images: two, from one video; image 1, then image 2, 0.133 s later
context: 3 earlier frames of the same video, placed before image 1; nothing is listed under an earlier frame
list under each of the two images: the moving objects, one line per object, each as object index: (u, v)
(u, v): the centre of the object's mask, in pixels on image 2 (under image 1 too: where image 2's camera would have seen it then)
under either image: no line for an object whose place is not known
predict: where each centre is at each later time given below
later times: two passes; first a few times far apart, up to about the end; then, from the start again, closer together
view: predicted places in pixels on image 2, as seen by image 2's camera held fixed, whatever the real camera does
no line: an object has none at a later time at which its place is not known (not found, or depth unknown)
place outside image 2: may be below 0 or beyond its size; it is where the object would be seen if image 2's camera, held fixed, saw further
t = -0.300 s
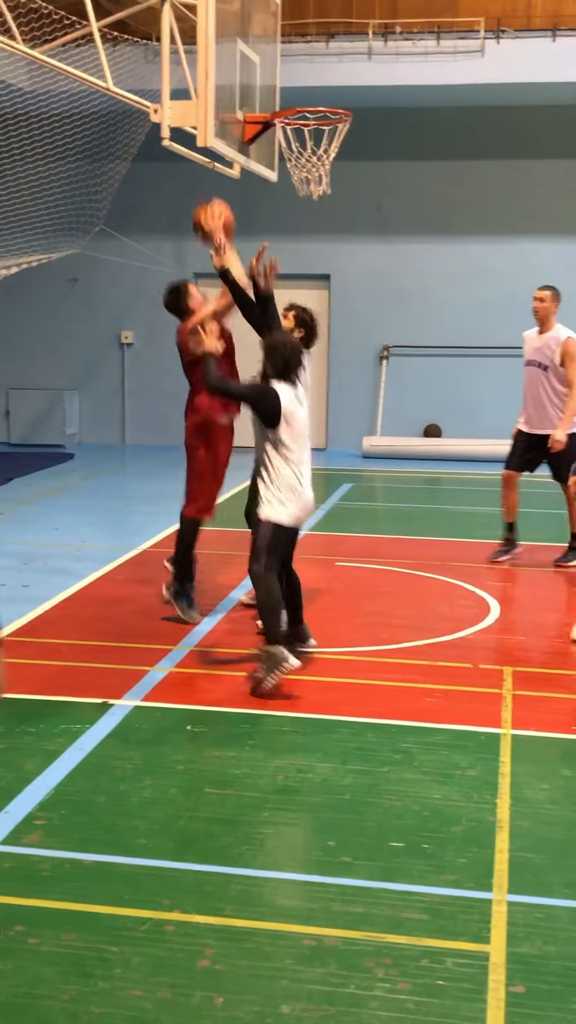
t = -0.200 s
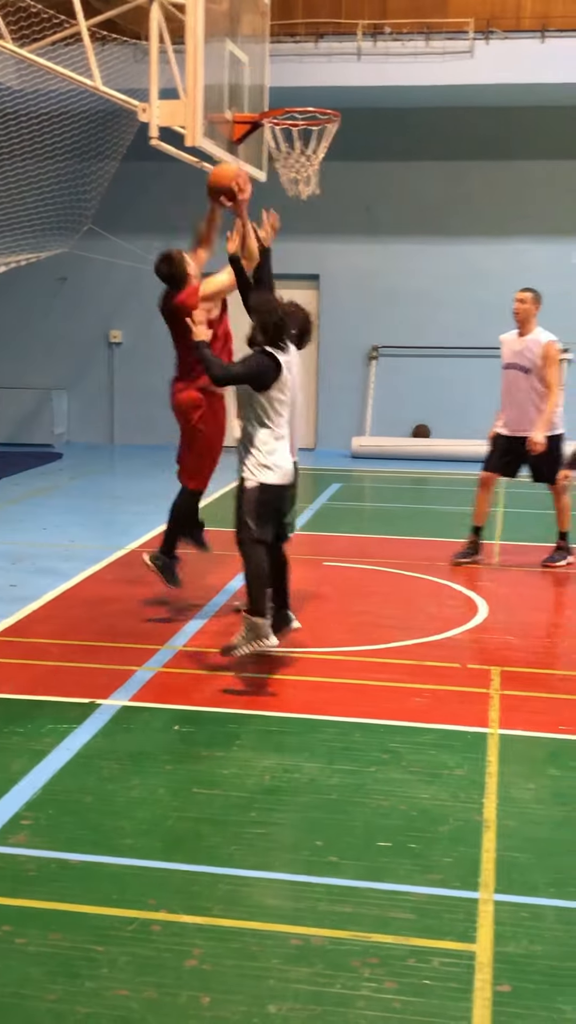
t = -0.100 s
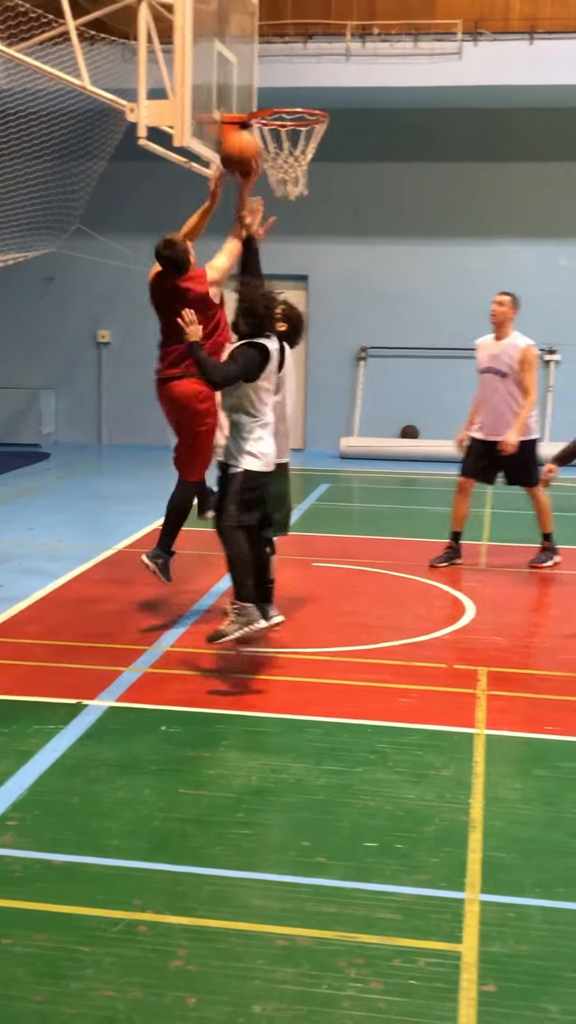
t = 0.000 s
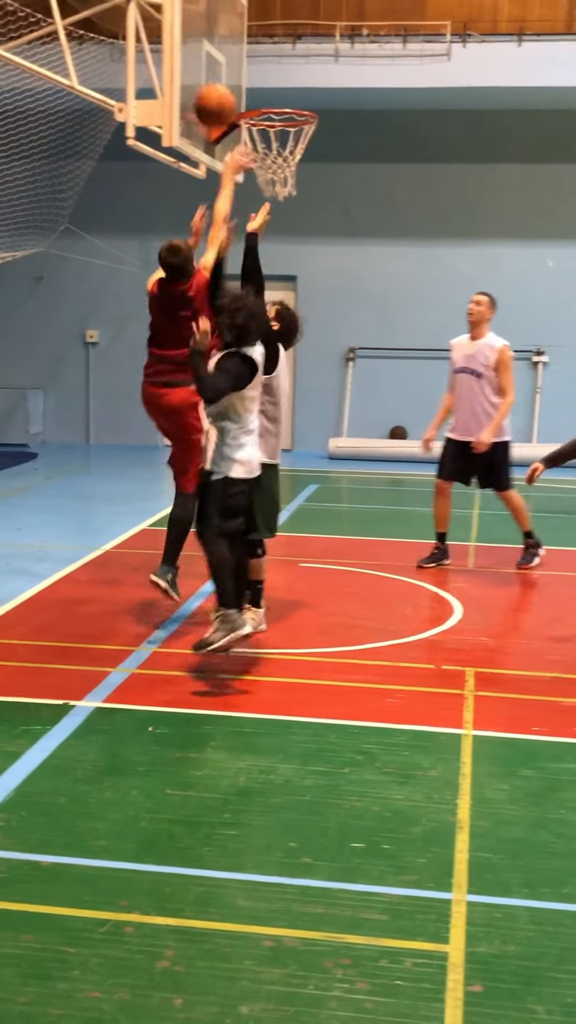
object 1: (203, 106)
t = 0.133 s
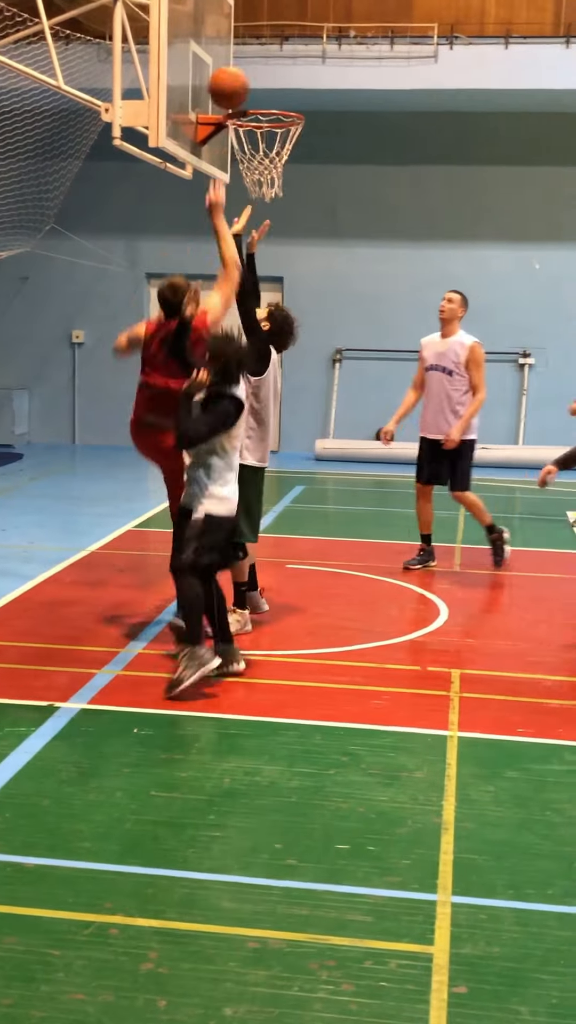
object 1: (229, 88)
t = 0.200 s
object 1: (244, 88)
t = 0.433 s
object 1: (271, 118)
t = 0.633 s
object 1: (281, 160)
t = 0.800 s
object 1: (267, 186)
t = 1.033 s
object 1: (245, 291)
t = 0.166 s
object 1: (237, 88)
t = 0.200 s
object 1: (244, 88)
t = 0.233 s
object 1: (248, 87)
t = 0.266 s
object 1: (252, 87)
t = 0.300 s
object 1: (256, 90)
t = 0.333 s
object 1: (260, 93)
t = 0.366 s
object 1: (264, 96)
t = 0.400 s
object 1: (268, 100)
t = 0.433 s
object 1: (271, 118)
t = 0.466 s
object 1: (275, 132)
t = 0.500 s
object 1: (280, 142)
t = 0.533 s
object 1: (283, 151)
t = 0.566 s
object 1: (283, 156)
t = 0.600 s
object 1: (283, 156)
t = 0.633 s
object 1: (281, 160)
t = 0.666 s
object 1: (279, 162)
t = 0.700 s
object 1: (275, 166)
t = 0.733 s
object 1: (272, 171)
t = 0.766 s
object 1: (269, 178)
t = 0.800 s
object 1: (267, 186)
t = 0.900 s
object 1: (256, 222)
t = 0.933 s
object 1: (253, 236)
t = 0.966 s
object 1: (251, 253)
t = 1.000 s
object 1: (247, 272)
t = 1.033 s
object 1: (245, 291)
